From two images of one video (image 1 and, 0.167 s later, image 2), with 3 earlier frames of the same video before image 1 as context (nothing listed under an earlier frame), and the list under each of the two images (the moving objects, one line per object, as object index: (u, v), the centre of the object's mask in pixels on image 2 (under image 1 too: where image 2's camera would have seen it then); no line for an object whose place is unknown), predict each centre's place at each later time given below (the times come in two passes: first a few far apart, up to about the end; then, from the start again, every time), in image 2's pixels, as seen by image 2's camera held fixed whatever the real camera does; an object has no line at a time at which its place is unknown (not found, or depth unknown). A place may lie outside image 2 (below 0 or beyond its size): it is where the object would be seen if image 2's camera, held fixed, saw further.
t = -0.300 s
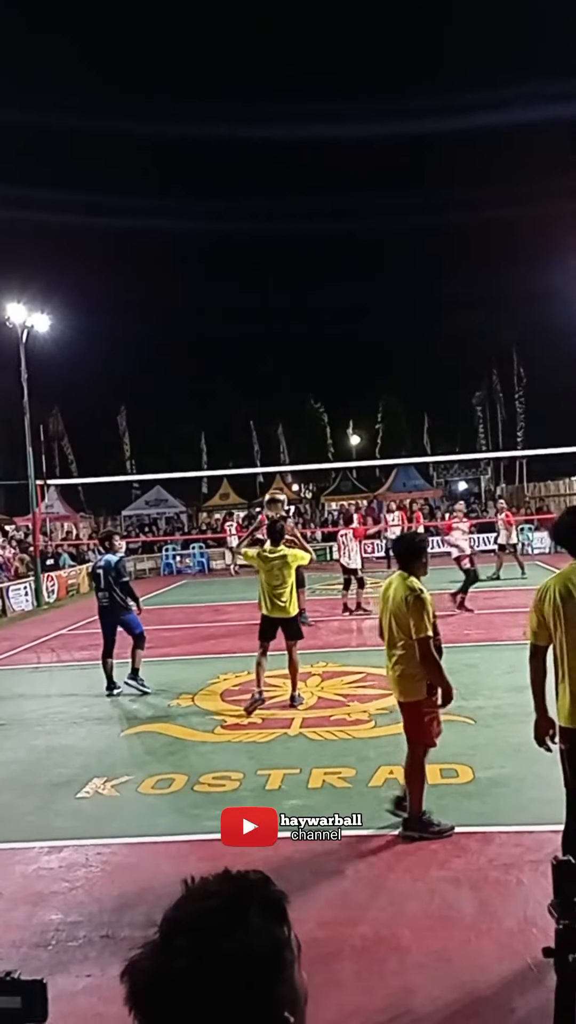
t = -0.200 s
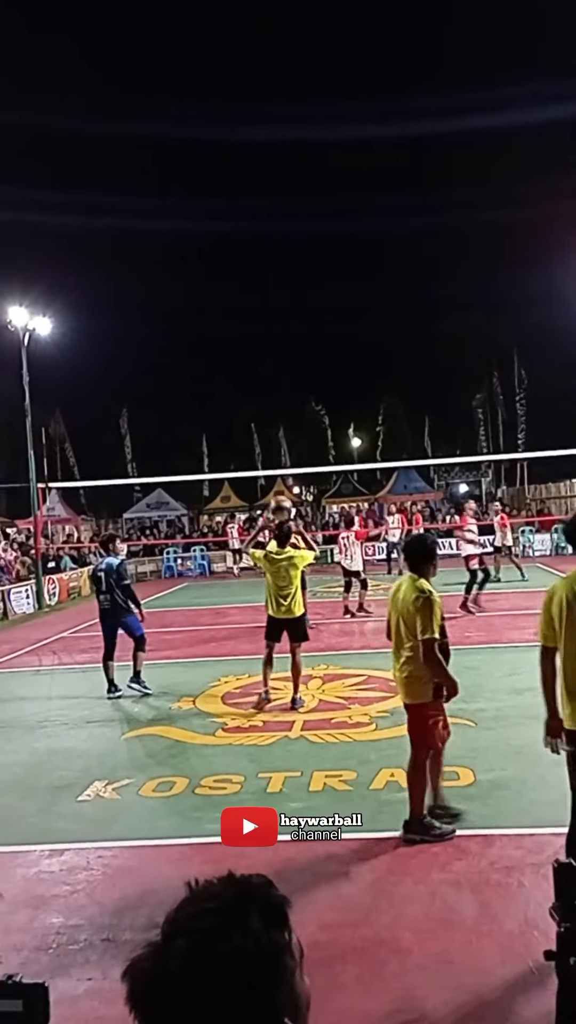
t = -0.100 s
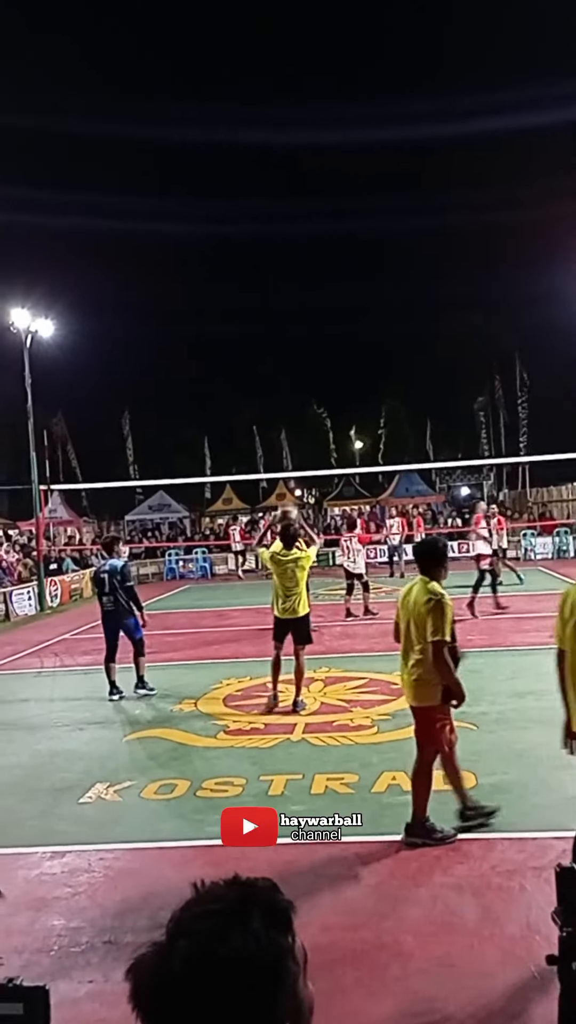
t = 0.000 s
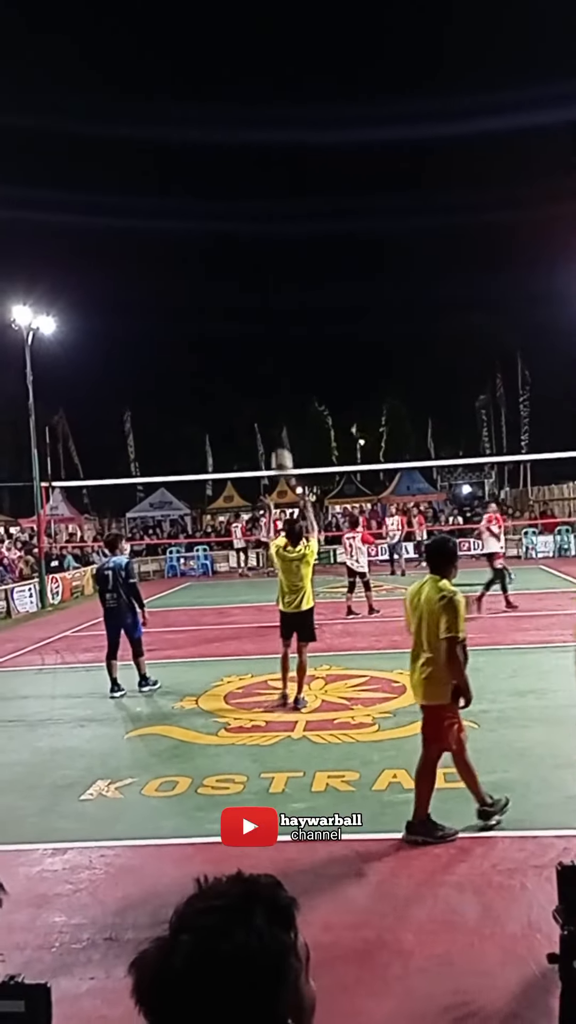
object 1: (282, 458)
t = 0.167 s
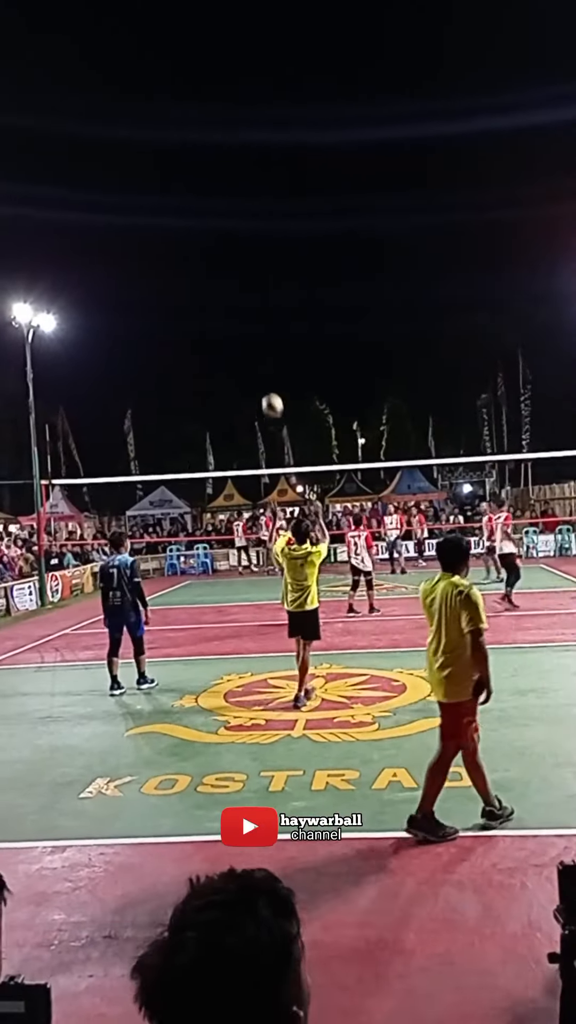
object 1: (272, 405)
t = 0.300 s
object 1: (266, 383)
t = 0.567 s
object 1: (259, 388)
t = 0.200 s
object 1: (270, 398)
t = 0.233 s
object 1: (269, 392)
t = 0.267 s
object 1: (267, 387)
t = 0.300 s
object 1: (266, 383)
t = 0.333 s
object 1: (265, 381)
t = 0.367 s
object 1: (264, 379)
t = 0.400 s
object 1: (263, 378)
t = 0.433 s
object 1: (261, 379)
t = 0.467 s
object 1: (261, 380)
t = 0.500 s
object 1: (260, 381)
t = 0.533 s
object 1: (259, 384)
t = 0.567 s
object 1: (259, 388)
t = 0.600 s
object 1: (258, 392)
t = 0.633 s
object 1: (258, 397)
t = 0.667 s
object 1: (257, 402)
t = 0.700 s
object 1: (256, 409)
